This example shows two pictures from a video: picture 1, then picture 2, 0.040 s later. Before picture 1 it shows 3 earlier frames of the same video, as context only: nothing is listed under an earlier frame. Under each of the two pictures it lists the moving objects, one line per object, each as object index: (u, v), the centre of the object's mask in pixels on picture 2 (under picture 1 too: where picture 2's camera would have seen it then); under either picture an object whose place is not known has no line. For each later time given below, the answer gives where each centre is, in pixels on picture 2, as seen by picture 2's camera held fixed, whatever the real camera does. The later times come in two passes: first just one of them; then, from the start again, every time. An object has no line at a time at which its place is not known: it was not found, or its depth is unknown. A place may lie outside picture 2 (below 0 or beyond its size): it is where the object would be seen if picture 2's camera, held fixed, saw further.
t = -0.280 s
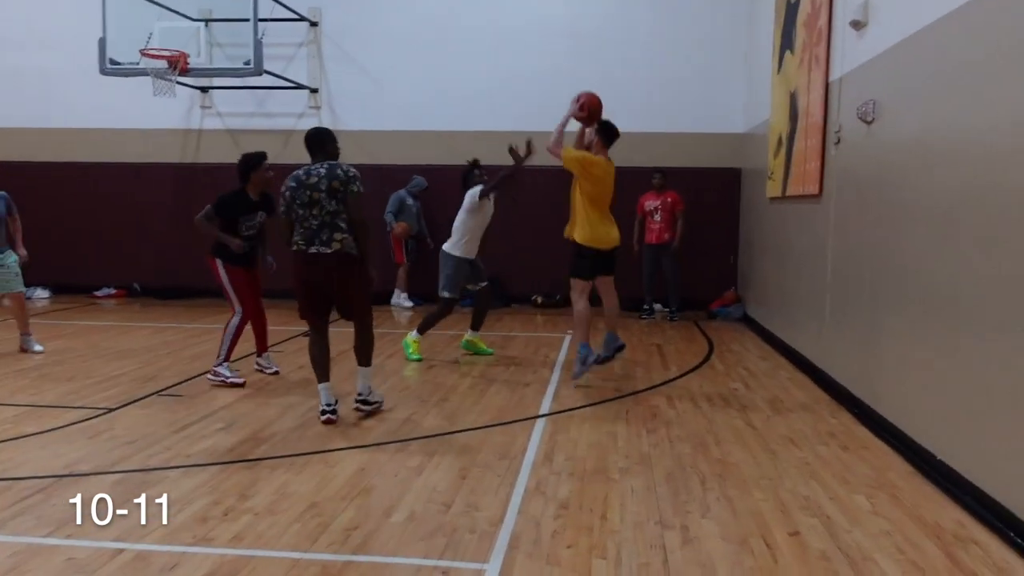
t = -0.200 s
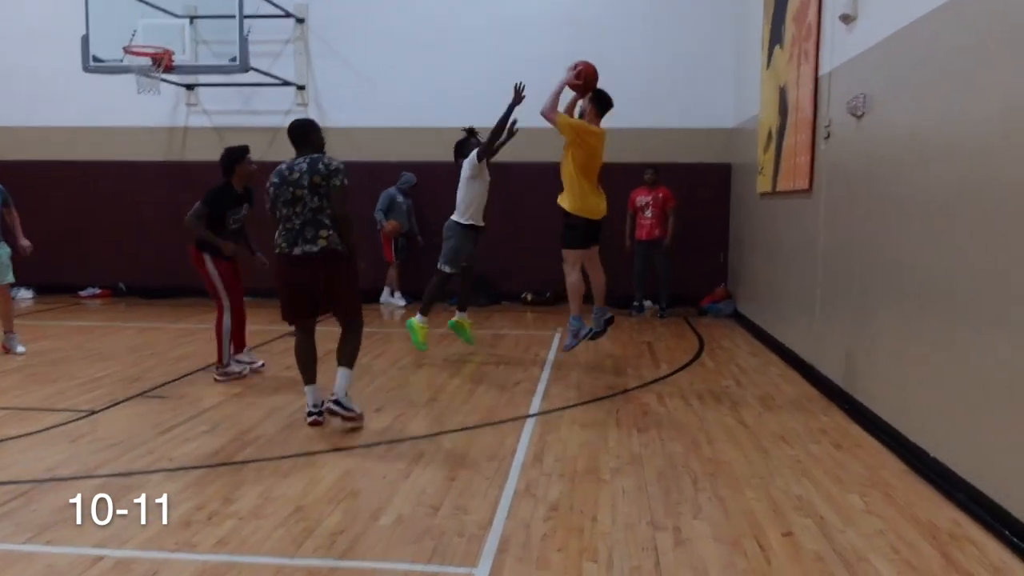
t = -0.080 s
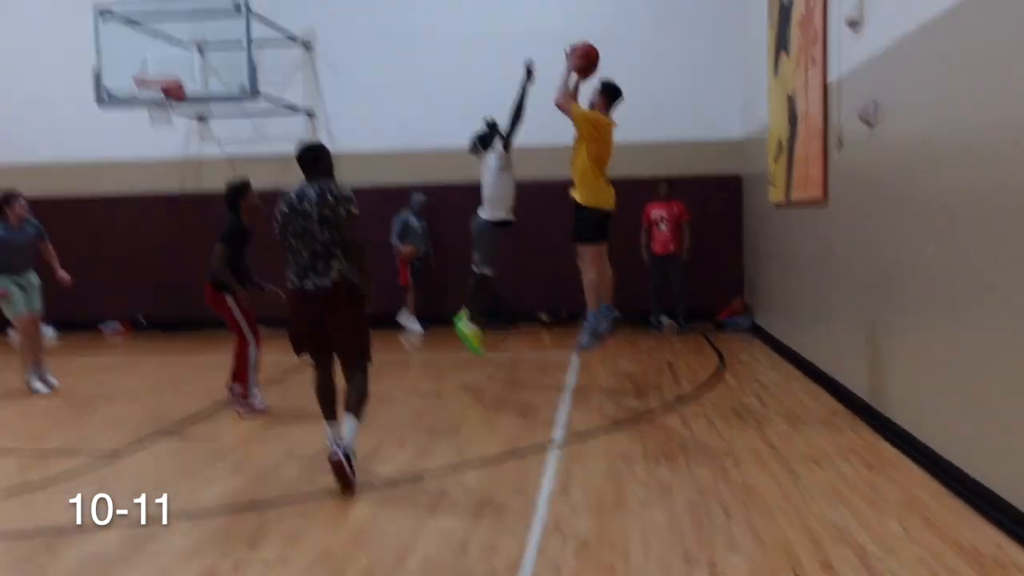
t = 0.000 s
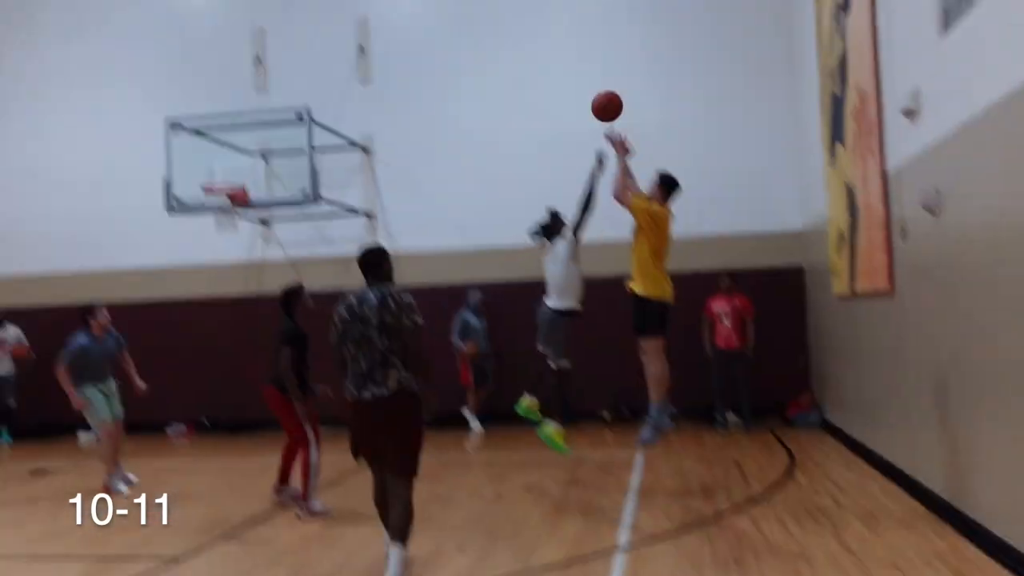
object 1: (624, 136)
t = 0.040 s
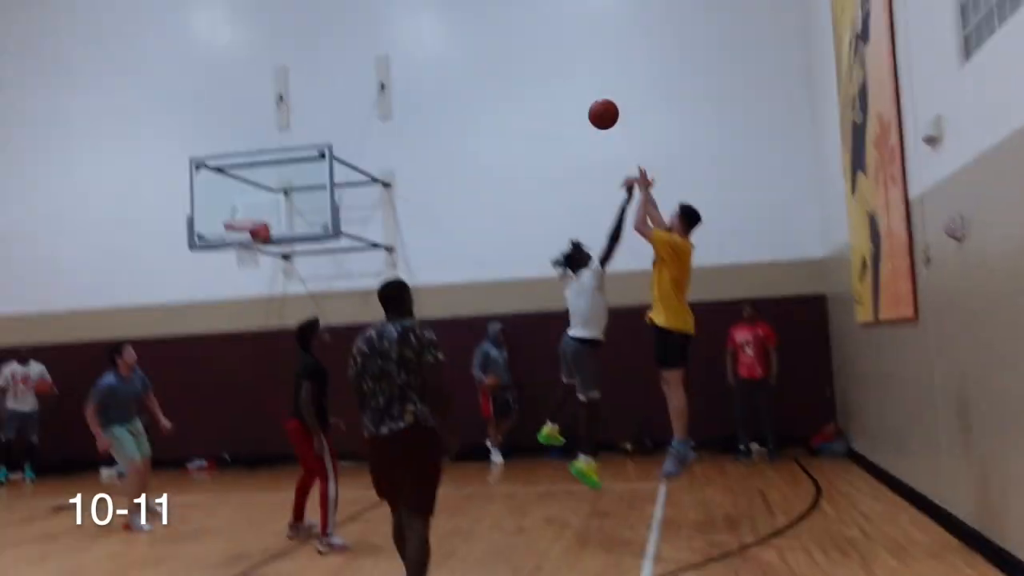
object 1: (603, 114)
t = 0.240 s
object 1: (510, 37)
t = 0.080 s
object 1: (582, 92)
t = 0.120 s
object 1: (563, 75)
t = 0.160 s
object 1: (546, 60)
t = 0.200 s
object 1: (528, 48)
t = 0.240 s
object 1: (510, 37)
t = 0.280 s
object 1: (492, 28)
